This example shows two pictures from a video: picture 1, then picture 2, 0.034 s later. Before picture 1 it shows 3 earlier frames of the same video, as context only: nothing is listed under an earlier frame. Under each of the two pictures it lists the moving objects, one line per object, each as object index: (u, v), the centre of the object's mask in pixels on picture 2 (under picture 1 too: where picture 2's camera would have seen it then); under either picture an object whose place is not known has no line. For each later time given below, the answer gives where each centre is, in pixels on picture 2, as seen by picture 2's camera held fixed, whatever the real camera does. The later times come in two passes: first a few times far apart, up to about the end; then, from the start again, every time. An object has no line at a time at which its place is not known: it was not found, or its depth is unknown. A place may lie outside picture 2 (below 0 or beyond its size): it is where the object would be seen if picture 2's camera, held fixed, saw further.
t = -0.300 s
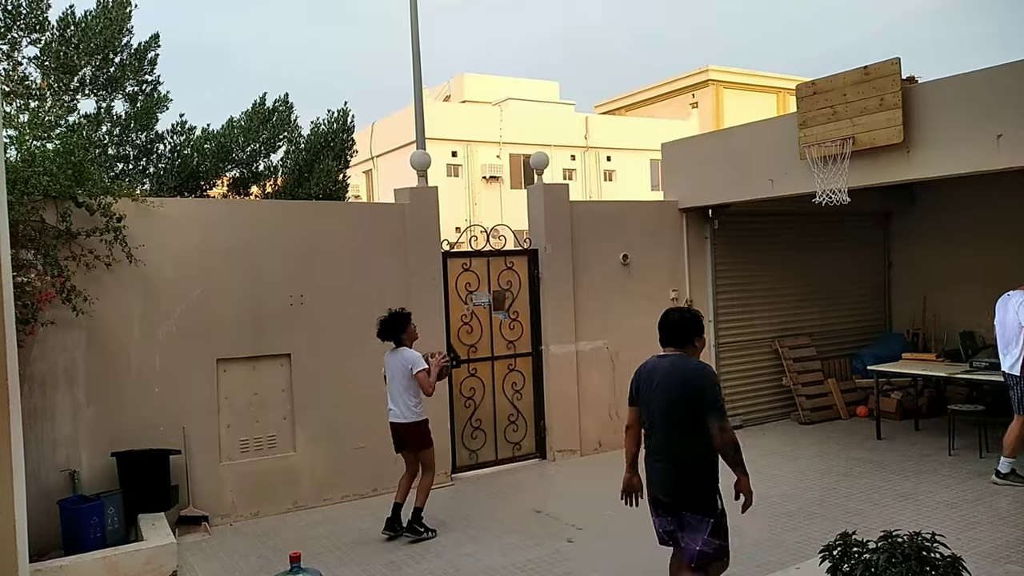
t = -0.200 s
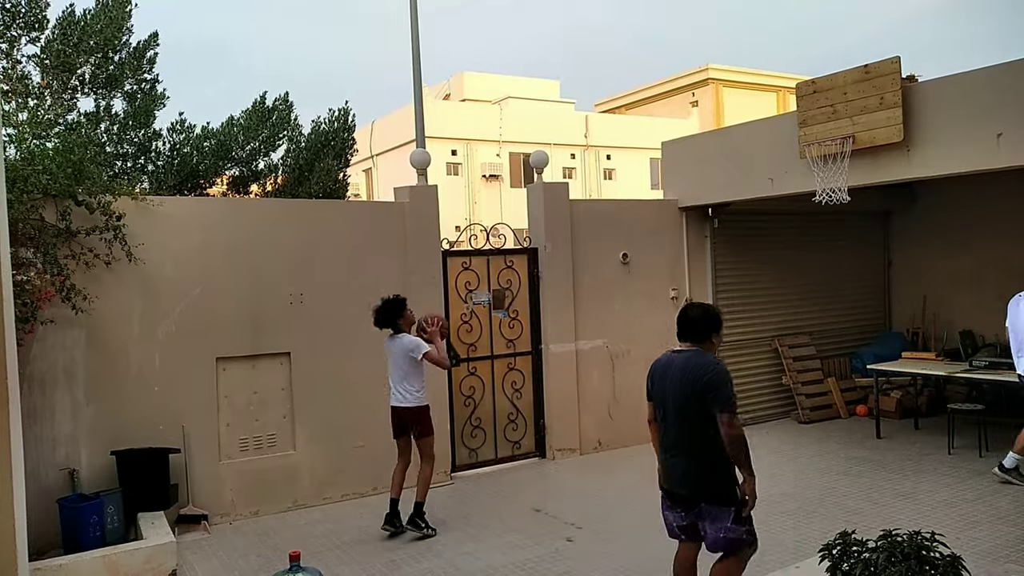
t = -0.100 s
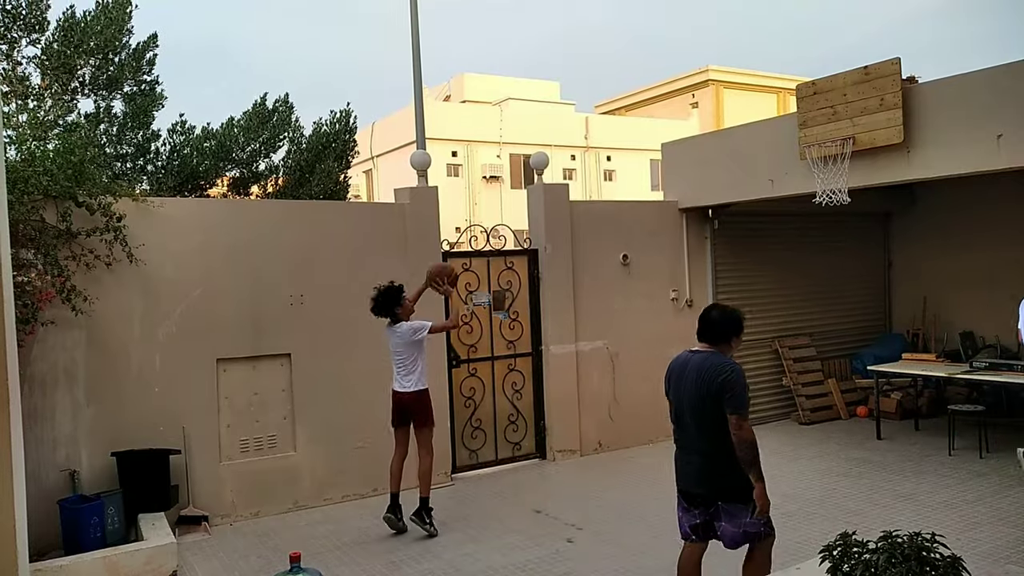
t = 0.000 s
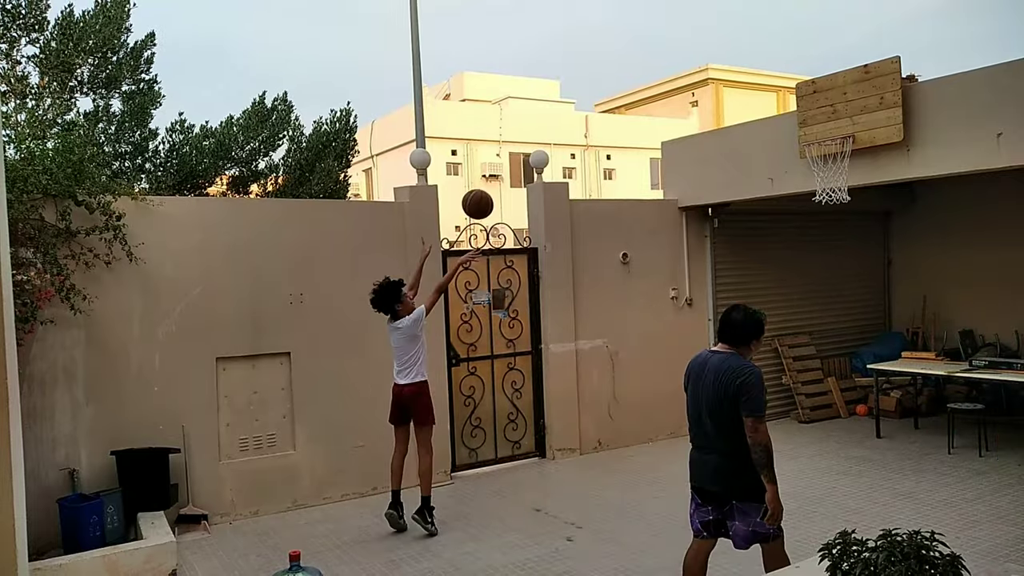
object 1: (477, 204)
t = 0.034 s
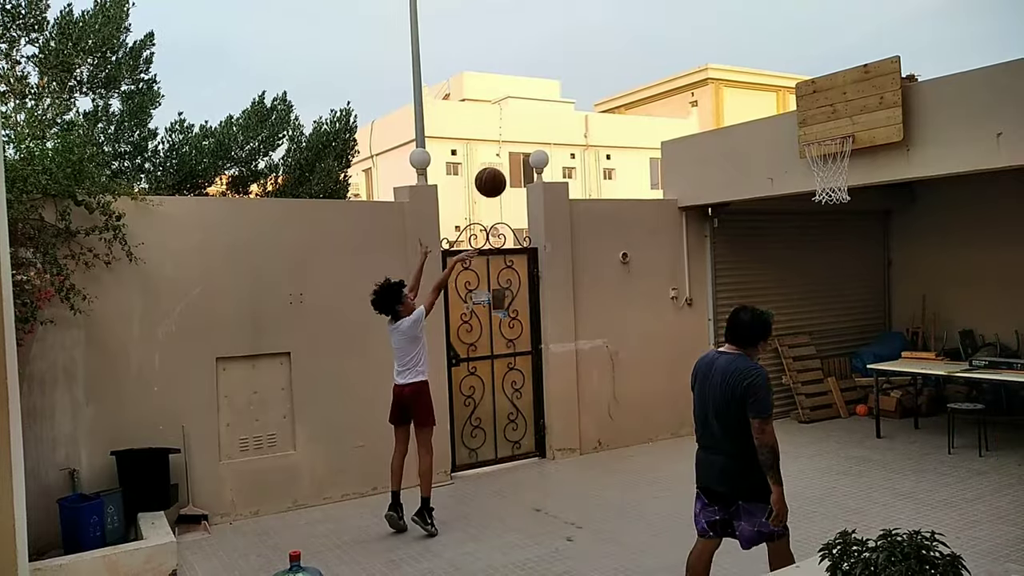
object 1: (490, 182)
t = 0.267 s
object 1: (581, 70)
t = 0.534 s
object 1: (685, 27)
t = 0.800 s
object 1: (786, 72)
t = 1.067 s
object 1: (829, 140)
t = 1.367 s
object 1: (816, 204)
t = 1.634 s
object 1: (807, 341)
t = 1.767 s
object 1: (804, 442)
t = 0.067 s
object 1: (504, 162)
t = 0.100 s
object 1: (516, 143)
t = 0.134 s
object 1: (529, 126)
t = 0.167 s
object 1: (542, 110)
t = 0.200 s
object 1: (555, 95)
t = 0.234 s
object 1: (569, 82)
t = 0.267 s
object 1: (581, 70)
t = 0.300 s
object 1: (594, 59)
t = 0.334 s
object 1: (608, 50)
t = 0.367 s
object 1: (620, 43)
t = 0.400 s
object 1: (634, 37)
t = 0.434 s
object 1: (646, 33)
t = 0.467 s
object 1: (659, 29)
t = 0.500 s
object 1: (672, 27)
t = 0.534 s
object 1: (685, 27)
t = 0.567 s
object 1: (698, 28)
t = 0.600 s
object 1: (711, 30)
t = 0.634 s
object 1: (723, 34)
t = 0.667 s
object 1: (736, 39)
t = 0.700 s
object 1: (749, 45)
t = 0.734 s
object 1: (761, 53)
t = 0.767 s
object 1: (774, 62)
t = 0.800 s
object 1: (786, 72)
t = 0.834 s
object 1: (799, 84)
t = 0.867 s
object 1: (810, 96)
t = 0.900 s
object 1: (823, 111)
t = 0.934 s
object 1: (835, 125)
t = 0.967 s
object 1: (832, 134)
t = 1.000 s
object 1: (820, 139)
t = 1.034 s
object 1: (824, 139)
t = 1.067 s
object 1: (829, 140)
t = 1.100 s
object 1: (835, 141)
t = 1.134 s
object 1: (831, 144)
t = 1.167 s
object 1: (830, 148)
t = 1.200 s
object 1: (828, 153)
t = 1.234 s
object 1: (825, 159)
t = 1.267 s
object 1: (822, 172)
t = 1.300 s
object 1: (820, 181)
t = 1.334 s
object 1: (816, 194)
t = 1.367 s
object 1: (816, 204)
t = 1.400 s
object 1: (816, 216)
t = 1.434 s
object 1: (814, 230)
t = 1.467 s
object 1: (813, 245)
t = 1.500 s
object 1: (813, 262)
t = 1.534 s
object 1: (811, 281)
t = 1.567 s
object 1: (810, 299)
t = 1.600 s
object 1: (809, 319)
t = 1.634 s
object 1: (807, 341)
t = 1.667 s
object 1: (806, 364)
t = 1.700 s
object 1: (806, 388)
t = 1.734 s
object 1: (804, 415)
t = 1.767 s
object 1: (804, 442)
